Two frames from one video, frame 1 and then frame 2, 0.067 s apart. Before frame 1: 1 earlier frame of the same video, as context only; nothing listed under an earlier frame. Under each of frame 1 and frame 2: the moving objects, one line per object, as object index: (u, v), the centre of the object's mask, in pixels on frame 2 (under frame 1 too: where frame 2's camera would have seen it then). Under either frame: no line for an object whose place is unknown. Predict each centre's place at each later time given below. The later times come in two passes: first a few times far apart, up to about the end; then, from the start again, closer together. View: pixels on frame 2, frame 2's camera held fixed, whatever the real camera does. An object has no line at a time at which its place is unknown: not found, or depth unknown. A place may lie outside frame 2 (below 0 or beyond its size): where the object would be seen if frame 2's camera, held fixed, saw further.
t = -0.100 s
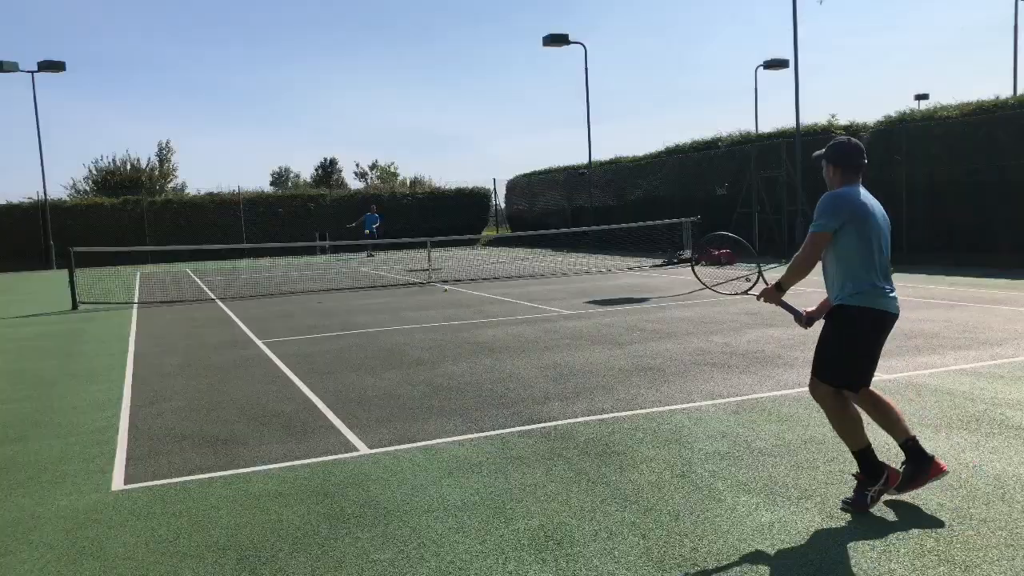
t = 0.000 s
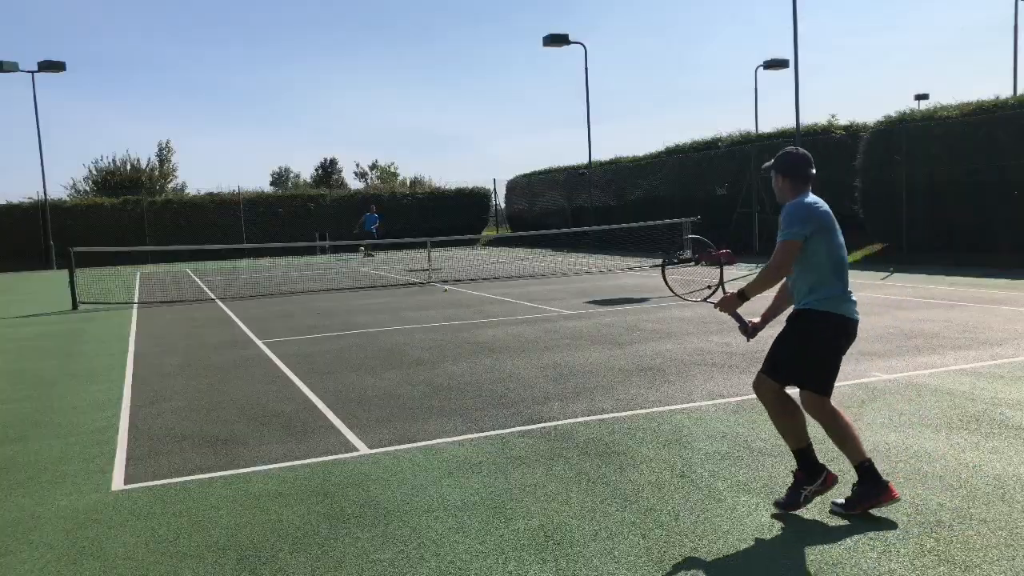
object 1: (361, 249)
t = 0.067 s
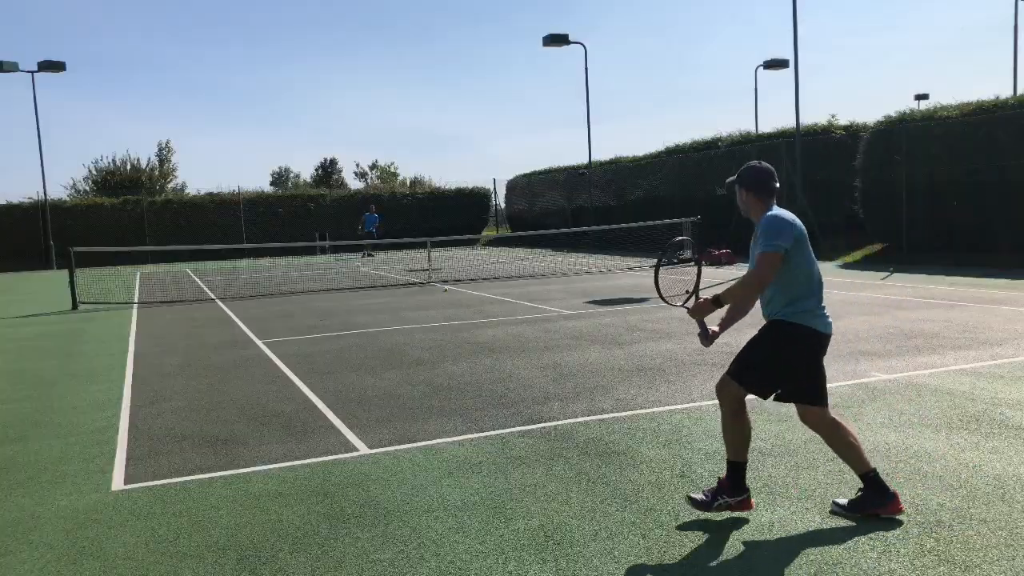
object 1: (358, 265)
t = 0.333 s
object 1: (343, 327)
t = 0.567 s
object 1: (329, 326)
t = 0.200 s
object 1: (352, 312)
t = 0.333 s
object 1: (343, 327)
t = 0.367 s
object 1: (342, 324)
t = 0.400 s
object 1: (340, 321)
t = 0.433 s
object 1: (338, 319)
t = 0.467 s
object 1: (336, 319)
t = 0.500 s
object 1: (334, 320)
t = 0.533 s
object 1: (332, 322)
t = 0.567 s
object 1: (329, 326)
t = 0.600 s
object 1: (327, 332)
